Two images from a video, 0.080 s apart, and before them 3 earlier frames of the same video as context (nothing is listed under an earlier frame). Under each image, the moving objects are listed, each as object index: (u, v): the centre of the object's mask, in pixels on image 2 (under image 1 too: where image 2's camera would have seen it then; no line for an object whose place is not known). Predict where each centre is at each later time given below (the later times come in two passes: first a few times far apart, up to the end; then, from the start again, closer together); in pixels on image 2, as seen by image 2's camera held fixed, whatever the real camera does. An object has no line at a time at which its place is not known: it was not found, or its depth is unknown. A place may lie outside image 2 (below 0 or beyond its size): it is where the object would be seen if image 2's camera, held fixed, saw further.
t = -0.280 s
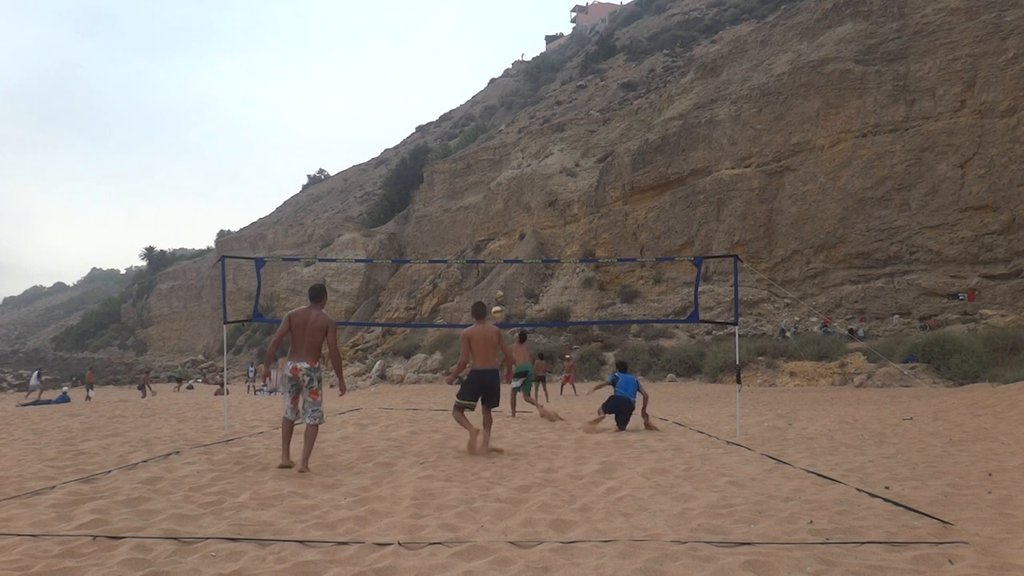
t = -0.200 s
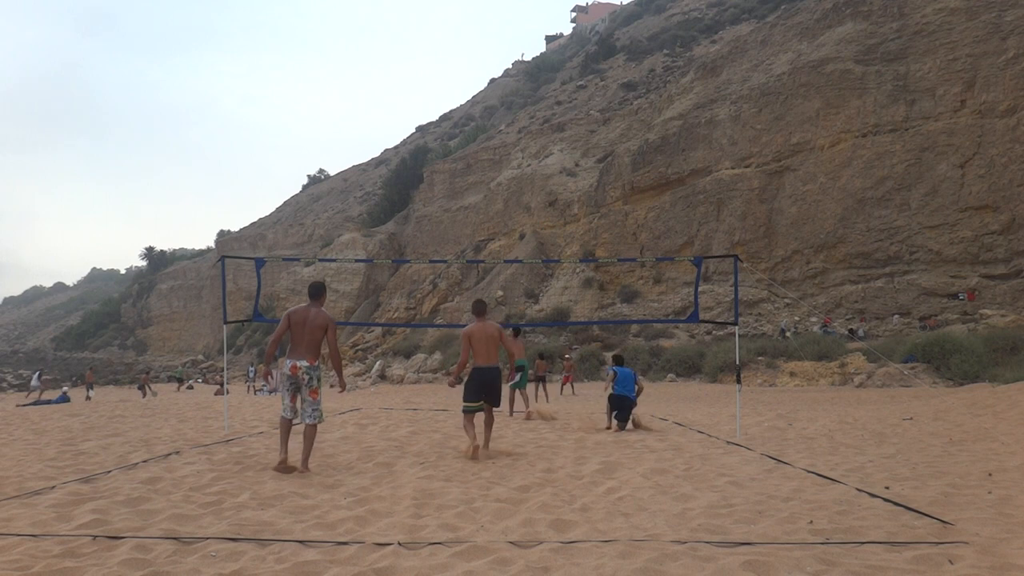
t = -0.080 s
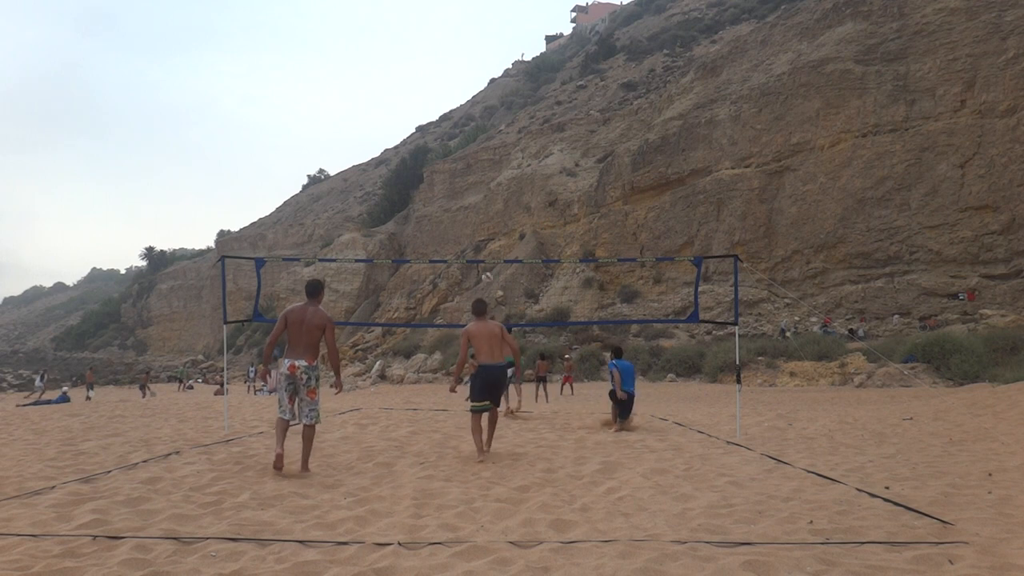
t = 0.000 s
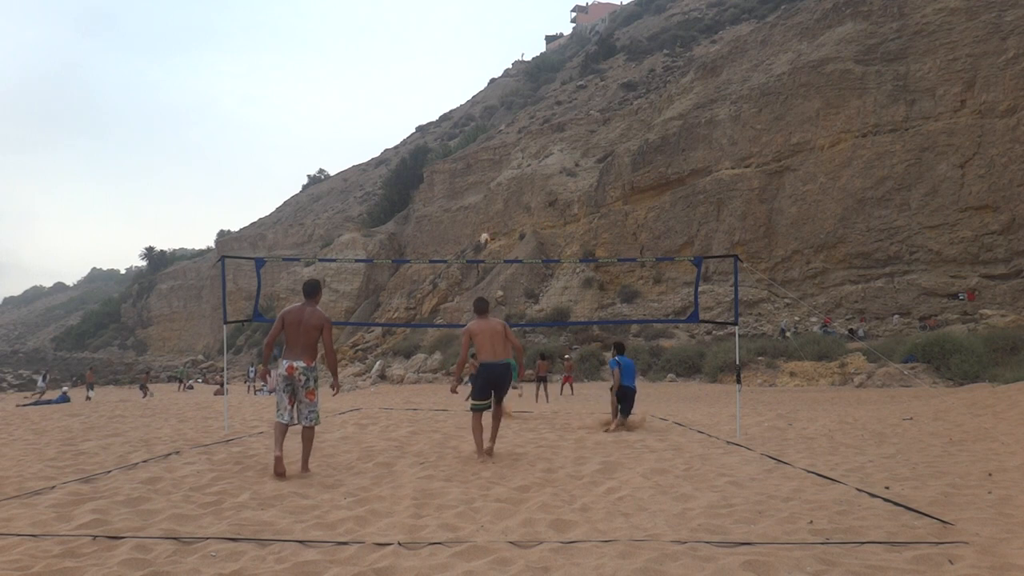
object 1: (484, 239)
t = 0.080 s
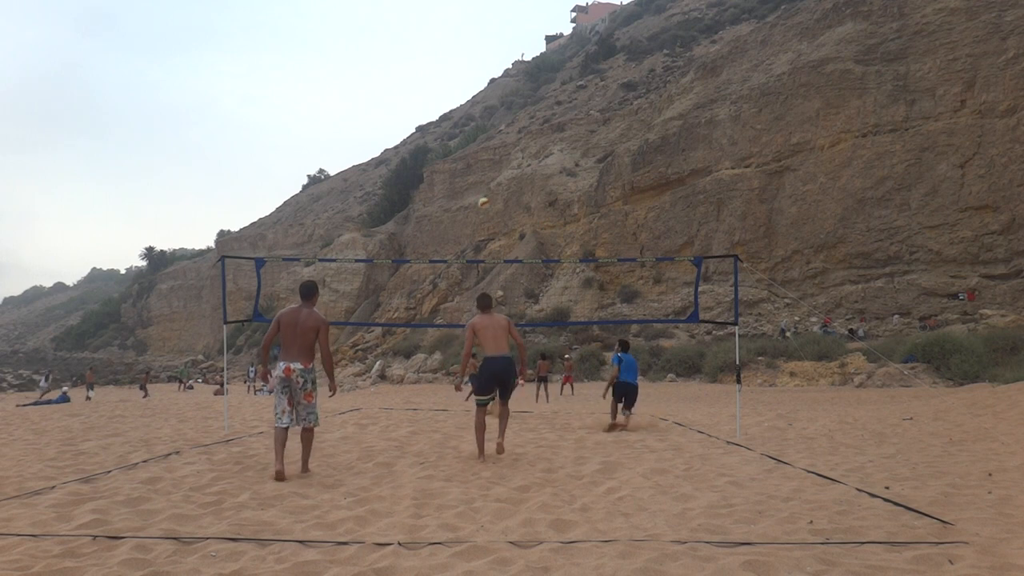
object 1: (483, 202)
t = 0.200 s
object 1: (480, 154)
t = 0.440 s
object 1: (475, 77)
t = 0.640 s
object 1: (470, 33)
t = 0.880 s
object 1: (463, 5)
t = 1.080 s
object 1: (457, 5)
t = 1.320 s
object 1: (447, 39)
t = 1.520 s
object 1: (437, 99)
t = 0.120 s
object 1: (482, 186)
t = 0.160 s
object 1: (481, 169)
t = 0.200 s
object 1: (480, 154)
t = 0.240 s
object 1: (479, 139)
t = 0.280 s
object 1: (479, 126)
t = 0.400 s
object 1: (476, 88)
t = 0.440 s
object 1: (475, 77)
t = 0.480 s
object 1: (474, 67)
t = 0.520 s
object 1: (474, 57)
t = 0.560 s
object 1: (472, 48)
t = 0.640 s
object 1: (470, 33)
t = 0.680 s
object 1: (469, 26)
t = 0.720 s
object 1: (468, 20)
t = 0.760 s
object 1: (467, 15)
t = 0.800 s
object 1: (466, 11)
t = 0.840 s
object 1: (465, 7)
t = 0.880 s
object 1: (463, 5)
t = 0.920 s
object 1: (462, 4)
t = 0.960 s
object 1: (461, 4)
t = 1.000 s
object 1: (460, 4)
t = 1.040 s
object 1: (458, 5)
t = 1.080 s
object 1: (457, 5)
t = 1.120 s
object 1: (455, 7)
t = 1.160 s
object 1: (454, 12)
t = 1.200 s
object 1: (452, 17)
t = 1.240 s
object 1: (450, 23)
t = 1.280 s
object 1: (448, 30)
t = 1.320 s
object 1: (447, 39)
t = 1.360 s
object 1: (445, 48)
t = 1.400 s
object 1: (443, 59)
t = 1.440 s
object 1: (441, 71)
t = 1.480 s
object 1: (439, 85)
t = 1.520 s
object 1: (437, 99)
